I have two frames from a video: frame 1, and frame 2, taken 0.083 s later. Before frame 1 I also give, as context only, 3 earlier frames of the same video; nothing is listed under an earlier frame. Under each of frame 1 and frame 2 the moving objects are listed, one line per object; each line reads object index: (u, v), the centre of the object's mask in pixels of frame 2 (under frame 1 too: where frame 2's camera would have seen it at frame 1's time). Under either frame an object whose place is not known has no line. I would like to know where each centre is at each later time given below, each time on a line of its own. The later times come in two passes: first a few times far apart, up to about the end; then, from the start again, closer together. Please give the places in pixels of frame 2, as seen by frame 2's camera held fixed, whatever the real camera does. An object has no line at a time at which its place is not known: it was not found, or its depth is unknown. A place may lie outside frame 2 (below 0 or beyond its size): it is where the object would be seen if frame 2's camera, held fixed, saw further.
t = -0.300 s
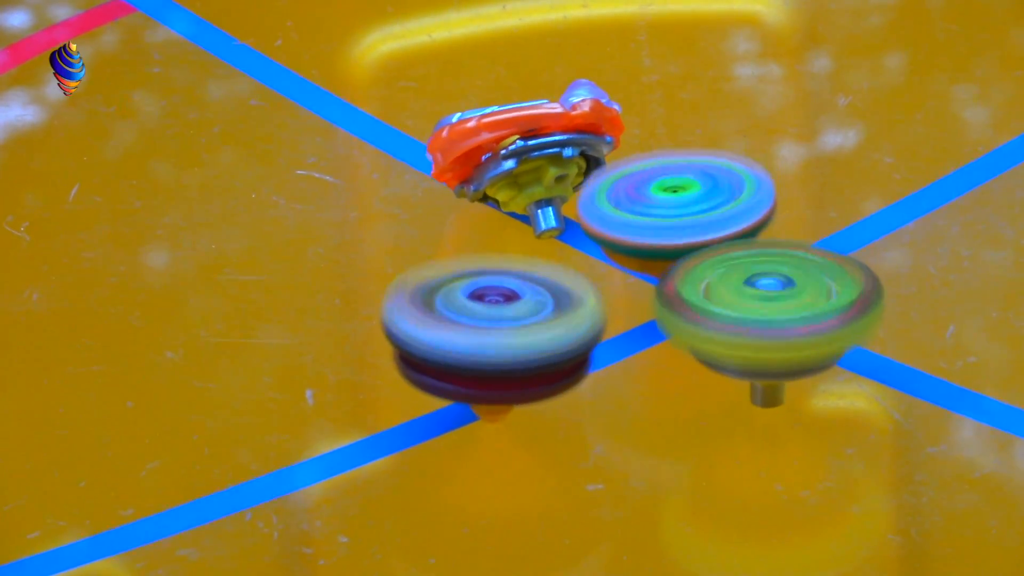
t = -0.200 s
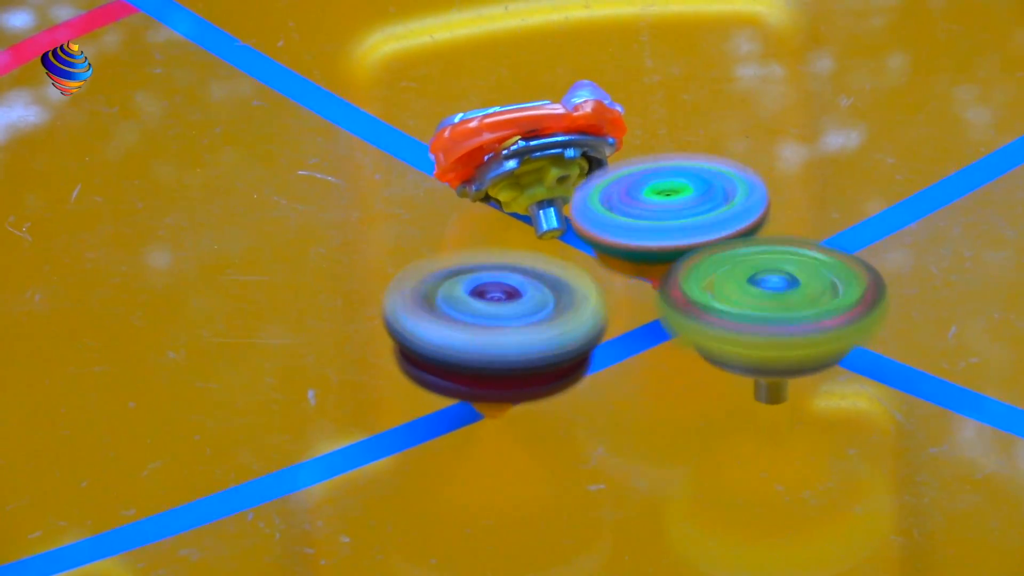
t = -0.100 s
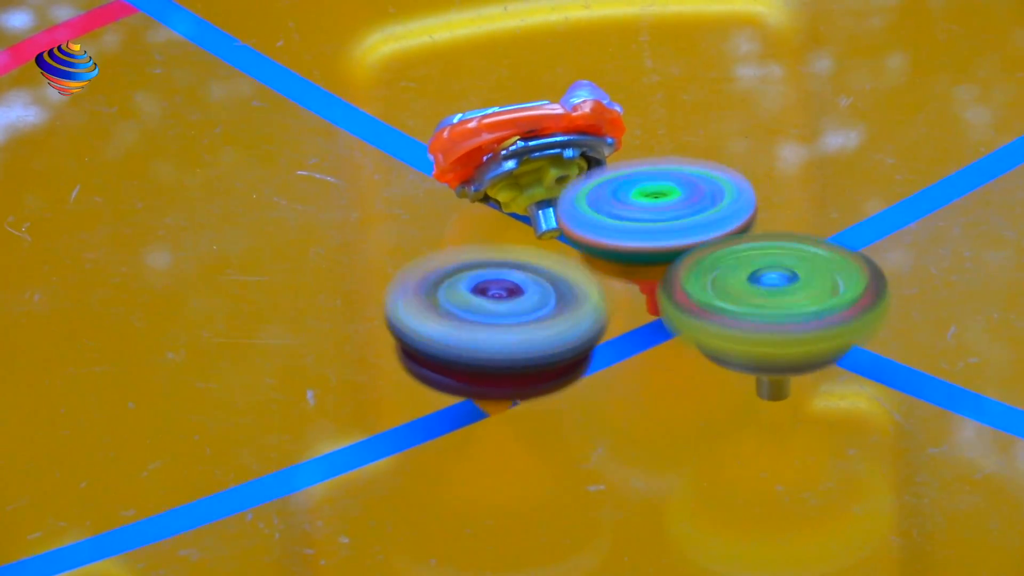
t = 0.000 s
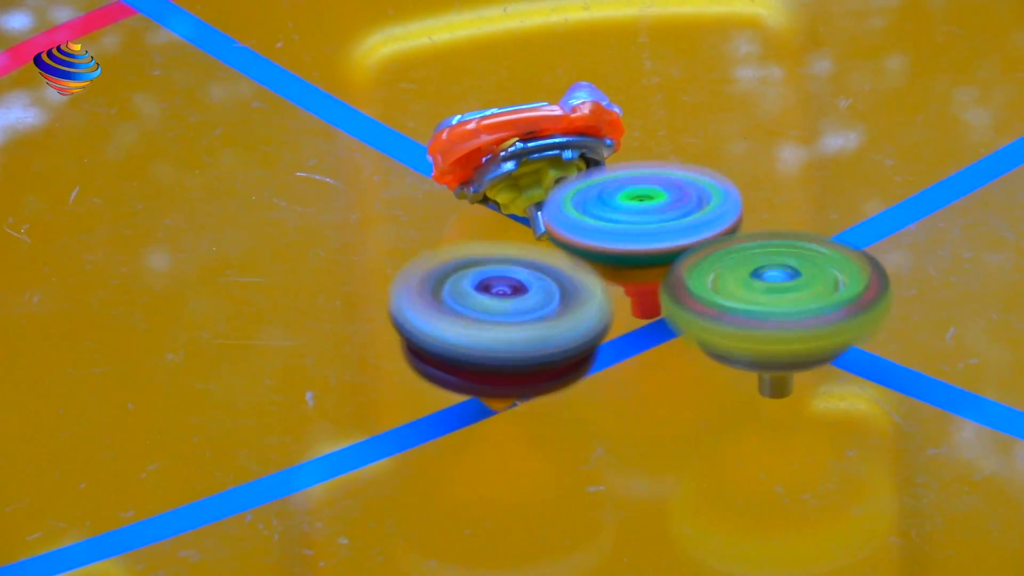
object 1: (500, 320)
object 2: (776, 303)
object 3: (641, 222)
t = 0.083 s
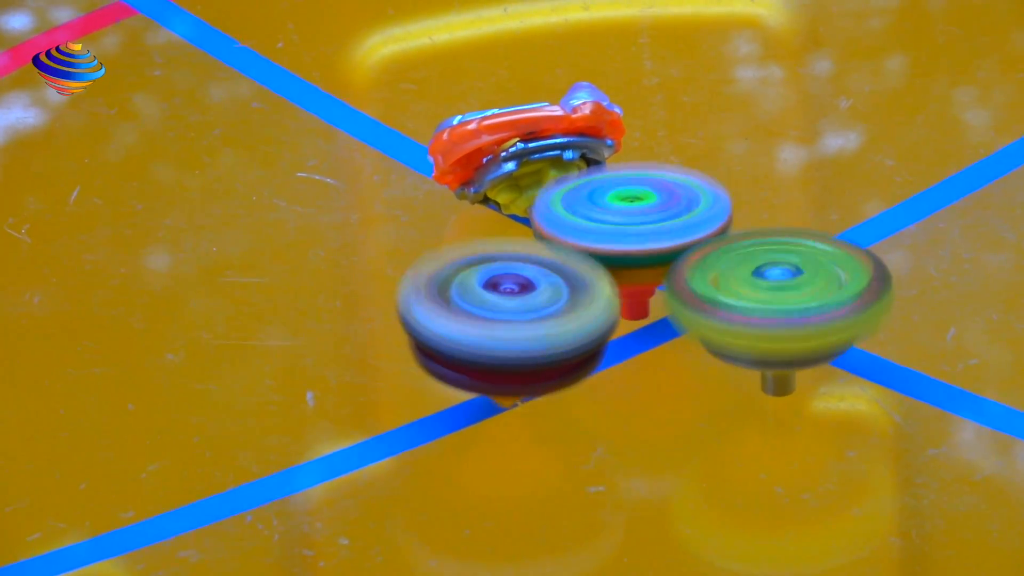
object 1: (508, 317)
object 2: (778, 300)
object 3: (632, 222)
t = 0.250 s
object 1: (522, 313)
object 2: (781, 295)
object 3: (617, 212)
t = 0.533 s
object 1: (539, 320)
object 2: (783, 285)
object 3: (613, 196)
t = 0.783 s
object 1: (549, 328)
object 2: (781, 277)
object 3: (626, 191)
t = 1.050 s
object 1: (548, 333)
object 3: (642, 191)
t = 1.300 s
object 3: (640, 193)
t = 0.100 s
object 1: (509, 315)
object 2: (779, 300)
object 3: (631, 221)
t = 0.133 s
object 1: (512, 314)
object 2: (779, 298)
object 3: (627, 219)
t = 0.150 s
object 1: (514, 314)
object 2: (780, 298)
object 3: (626, 218)
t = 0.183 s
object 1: (517, 314)
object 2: (781, 297)
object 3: (623, 216)
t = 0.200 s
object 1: (519, 313)
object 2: (780, 297)
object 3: (622, 214)
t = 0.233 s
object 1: (521, 313)
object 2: (781, 296)
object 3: (618, 213)
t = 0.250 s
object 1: (522, 313)
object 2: (781, 295)
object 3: (617, 212)
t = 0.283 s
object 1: (520, 314)
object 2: (781, 294)
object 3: (619, 210)
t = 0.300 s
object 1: (519, 315)
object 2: (781, 293)
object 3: (619, 208)
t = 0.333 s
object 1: (521, 316)
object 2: (782, 292)
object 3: (619, 207)
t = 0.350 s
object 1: (524, 316)
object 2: (782, 292)
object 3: (617, 206)
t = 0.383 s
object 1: (527, 317)
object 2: (782, 290)
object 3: (615, 204)
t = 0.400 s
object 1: (529, 317)
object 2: (783, 290)
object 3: (615, 203)
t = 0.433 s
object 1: (532, 317)
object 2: (783, 289)
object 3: (614, 200)
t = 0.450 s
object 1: (533, 318)
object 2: (783, 288)
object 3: (614, 200)
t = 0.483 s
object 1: (535, 319)
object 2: (783, 287)
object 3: (614, 200)
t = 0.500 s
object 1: (537, 319)
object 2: (783, 287)
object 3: (614, 198)
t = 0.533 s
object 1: (539, 320)
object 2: (783, 285)
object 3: (613, 196)
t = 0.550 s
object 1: (540, 321)
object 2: (782, 285)
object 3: (614, 196)
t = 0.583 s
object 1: (542, 322)
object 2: (783, 284)
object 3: (615, 195)
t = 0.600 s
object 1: (542, 322)
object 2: (783, 283)
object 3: (615, 195)
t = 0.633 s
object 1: (544, 323)
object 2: (782, 283)
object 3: (617, 194)
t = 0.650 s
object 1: (545, 324)
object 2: (782, 282)
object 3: (617, 193)
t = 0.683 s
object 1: (547, 324)
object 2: (782, 281)
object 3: (618, 191)
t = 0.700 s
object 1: (547, 325)
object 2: (782, 280)
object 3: (618, 192)
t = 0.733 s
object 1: (548, 327)
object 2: (781, 279)
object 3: (622, 191)
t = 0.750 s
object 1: (548, 327)
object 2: (782, 279)
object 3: (624, 191)
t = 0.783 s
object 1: (549, 328)
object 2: (781, 277)
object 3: (626, 191)
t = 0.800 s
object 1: (549, 329)
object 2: (781, 277)
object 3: (628, 190)
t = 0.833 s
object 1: (550, 329)
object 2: (780, 275)
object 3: (629, 189)
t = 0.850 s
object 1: (549, 330)
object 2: (781, 275)
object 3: (631, 190)
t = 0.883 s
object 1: (549, 330)
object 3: (634, 190)
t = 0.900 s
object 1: (549, 331)
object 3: (635, 190)
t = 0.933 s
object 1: (549, 332)
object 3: (637, 190)
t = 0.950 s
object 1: (549, 332)
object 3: (637, 190)
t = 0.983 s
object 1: (548, 332)
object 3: (639, 190)
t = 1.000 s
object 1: (548, 333)
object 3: (640, 191)
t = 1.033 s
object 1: (547, 333)
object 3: (642, 191)
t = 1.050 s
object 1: (548, 333)
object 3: (642, 191)
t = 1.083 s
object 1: (548, 333)
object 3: (641, 190)
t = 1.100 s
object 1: (548, 333)
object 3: (642, 190)
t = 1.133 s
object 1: (548, 331)
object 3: (642, 190)
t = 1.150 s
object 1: (548, 332)
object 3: (642, 190)
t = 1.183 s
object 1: (548, 333)
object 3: (642, 191)
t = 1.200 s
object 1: (548, 333)
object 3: (642, 191)
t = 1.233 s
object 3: (642, 191)
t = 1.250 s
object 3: (641, 192)
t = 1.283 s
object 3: (641, 192)
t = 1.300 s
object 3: (640, 193)
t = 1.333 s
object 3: (639, 193)
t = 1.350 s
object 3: (639, 194)
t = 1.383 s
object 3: (637, 194)
